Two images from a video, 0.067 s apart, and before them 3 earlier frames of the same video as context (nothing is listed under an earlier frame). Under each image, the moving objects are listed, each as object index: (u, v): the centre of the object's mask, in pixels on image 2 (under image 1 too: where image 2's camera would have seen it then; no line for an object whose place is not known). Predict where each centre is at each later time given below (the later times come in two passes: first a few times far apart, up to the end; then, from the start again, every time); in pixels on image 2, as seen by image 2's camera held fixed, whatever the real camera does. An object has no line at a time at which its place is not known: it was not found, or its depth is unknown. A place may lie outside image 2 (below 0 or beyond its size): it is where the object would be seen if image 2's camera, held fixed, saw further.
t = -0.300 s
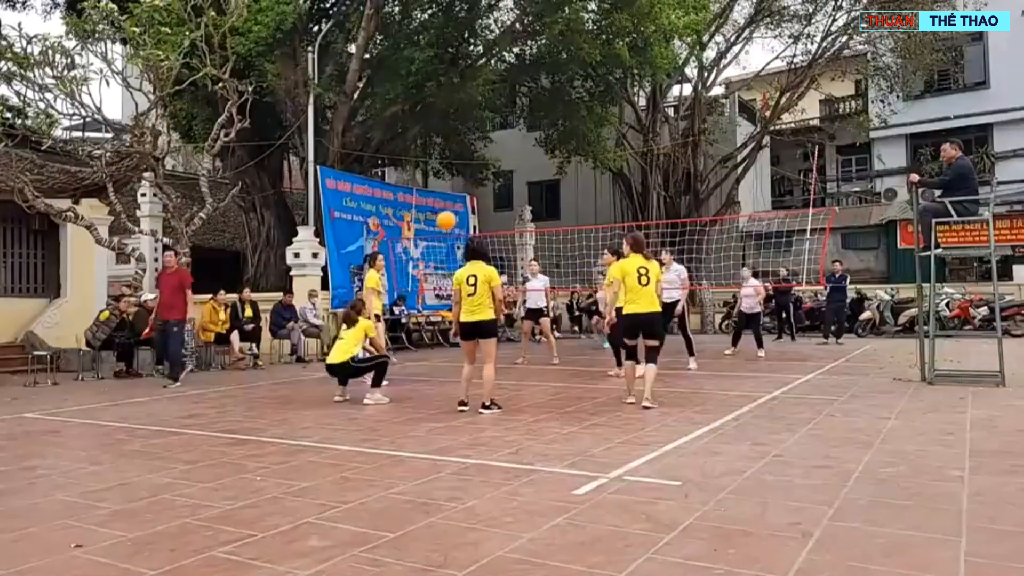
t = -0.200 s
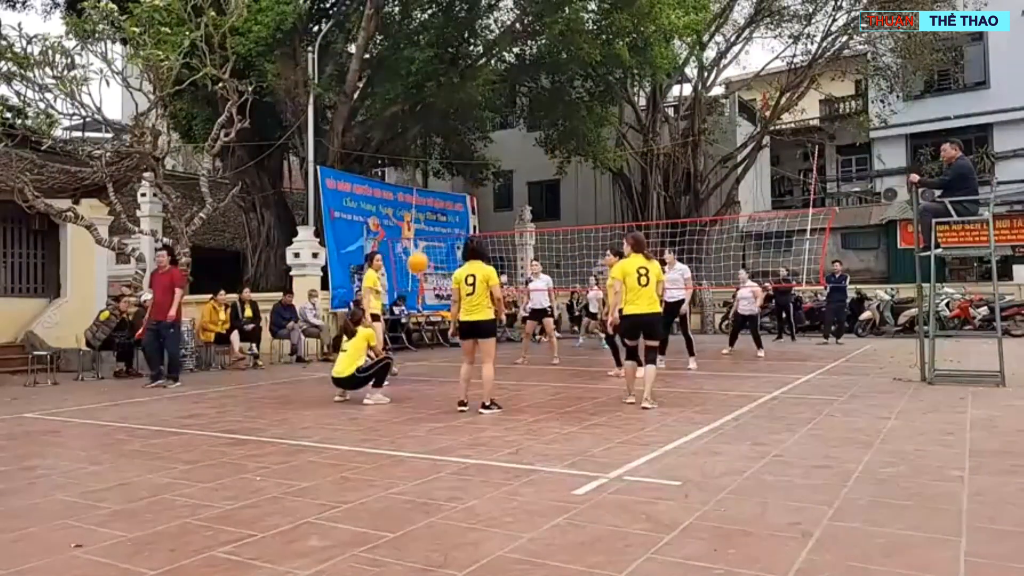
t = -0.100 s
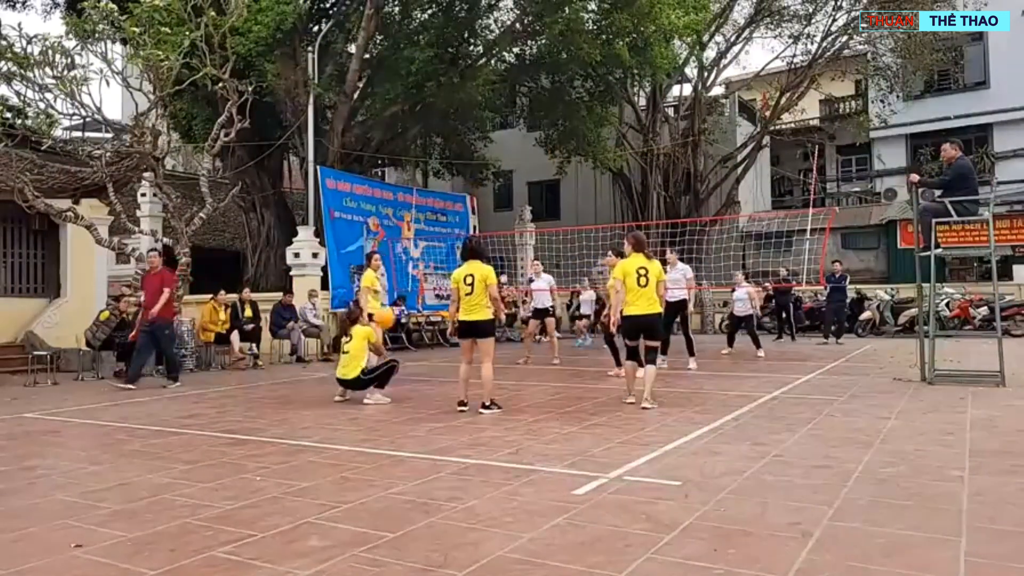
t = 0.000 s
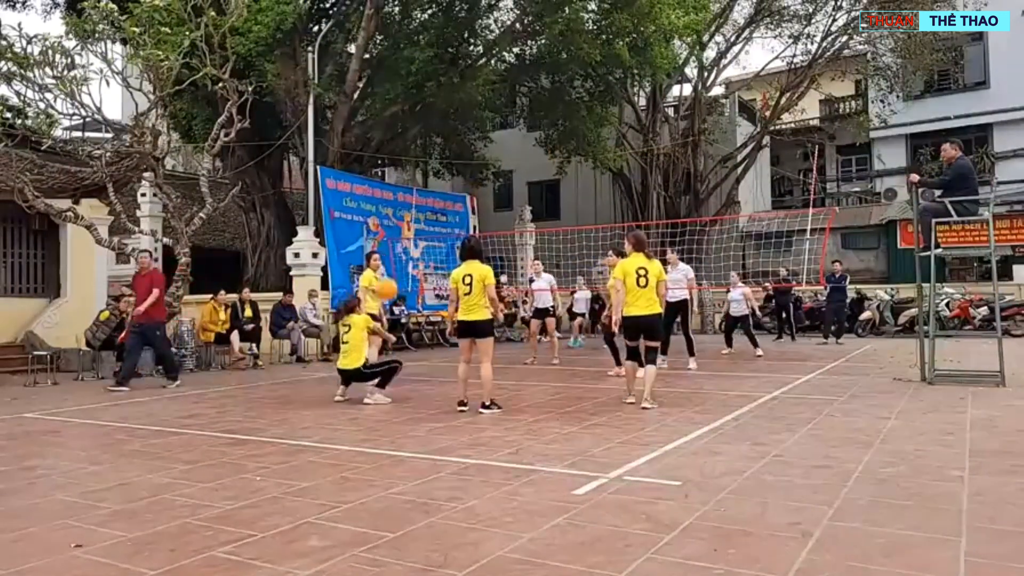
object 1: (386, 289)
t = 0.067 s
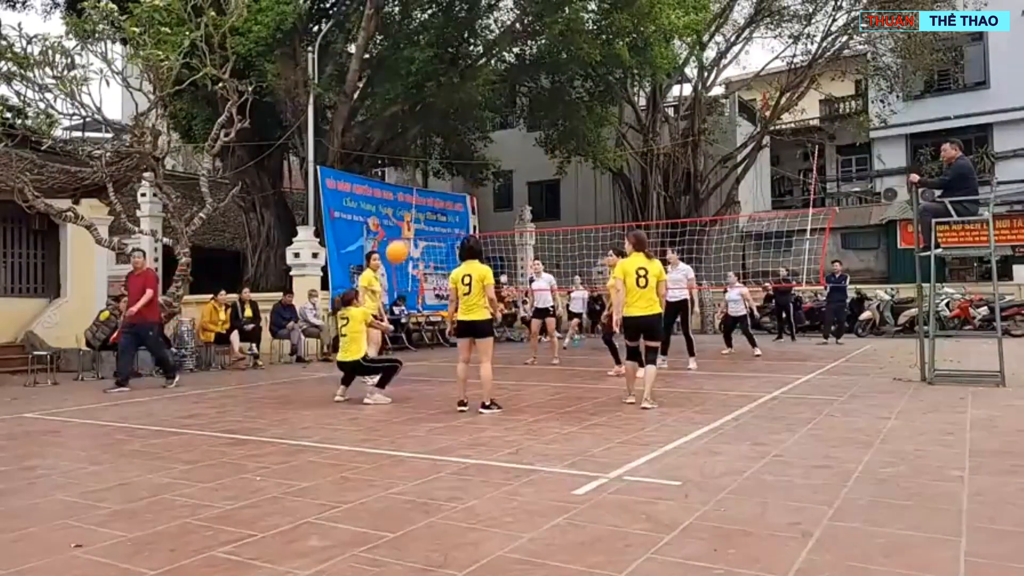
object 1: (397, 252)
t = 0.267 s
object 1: (430, 169)
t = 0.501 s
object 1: (466, 124)
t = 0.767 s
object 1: (508, 133)
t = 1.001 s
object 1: (543, 190)
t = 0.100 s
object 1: (402, 235)
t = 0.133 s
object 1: (408, 219)
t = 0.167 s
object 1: (413, 205)
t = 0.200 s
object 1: (418, 192)
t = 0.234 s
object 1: (424, 180)
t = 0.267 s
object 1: (430, 169)
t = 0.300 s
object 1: (435, 159)
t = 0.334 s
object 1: (440, 151)
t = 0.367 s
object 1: (445, 144)
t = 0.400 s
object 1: (450, 137)
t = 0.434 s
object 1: (455, 132)
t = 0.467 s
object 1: (461, 128)
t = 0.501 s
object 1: (466, 124)
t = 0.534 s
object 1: (471, 122)
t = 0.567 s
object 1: (476, 121)
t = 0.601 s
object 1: (482, 120)
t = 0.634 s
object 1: (487, 121)
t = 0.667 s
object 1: (492, 123)
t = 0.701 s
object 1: (497, 125)
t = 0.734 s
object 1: (503, 129)
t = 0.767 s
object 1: (508, 133)
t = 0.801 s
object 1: (513, 139)
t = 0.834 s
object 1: (518, 145)
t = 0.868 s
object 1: (523, 152)
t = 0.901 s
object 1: (528, 161)
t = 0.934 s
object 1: (533, 169)
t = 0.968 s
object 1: (538, 179)
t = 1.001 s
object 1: (543, 190)
